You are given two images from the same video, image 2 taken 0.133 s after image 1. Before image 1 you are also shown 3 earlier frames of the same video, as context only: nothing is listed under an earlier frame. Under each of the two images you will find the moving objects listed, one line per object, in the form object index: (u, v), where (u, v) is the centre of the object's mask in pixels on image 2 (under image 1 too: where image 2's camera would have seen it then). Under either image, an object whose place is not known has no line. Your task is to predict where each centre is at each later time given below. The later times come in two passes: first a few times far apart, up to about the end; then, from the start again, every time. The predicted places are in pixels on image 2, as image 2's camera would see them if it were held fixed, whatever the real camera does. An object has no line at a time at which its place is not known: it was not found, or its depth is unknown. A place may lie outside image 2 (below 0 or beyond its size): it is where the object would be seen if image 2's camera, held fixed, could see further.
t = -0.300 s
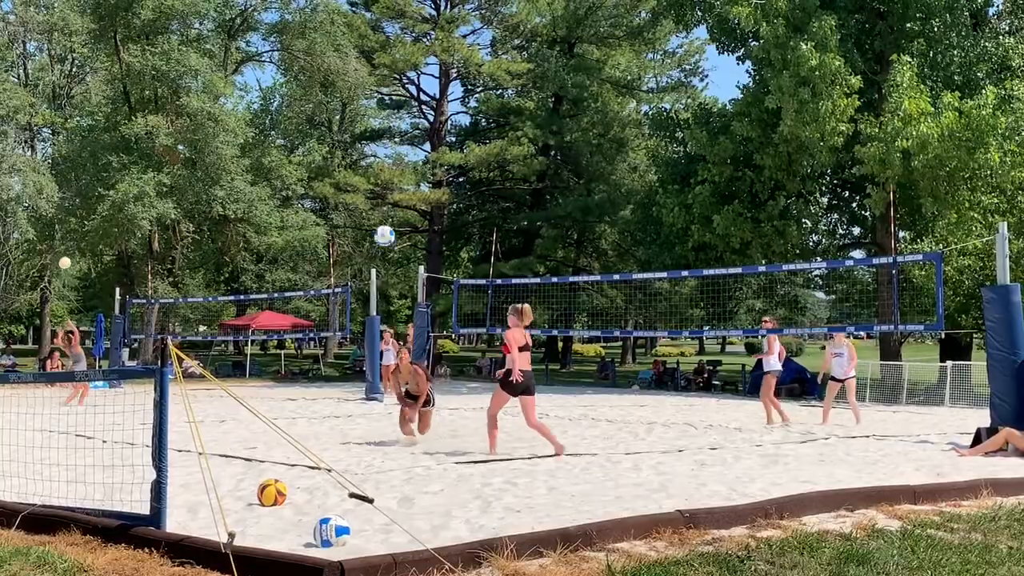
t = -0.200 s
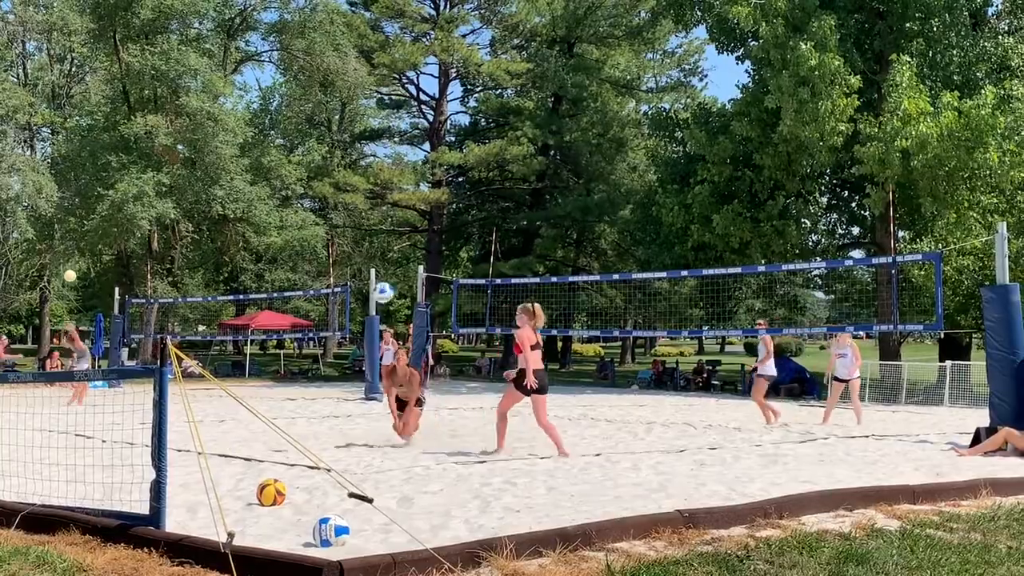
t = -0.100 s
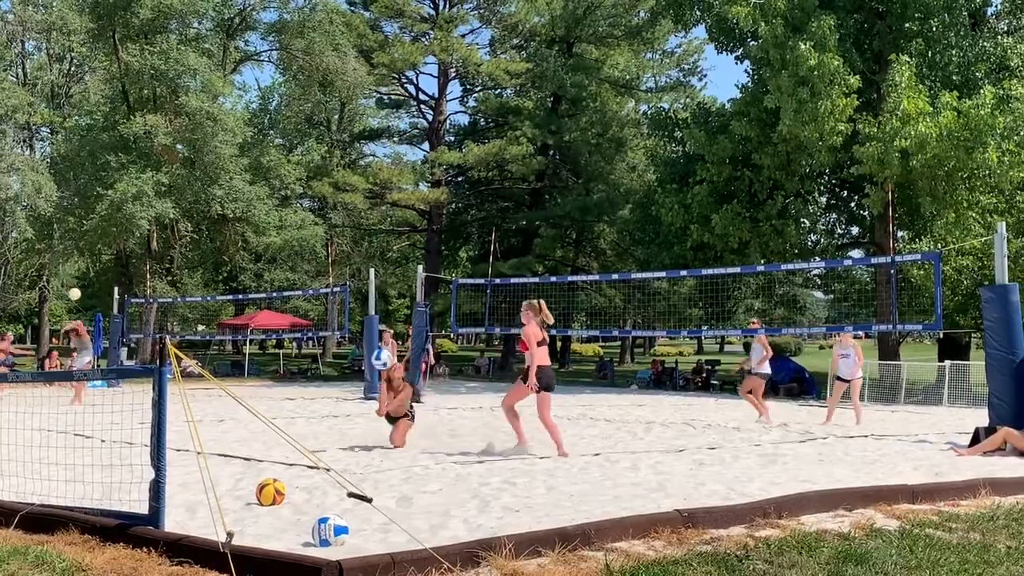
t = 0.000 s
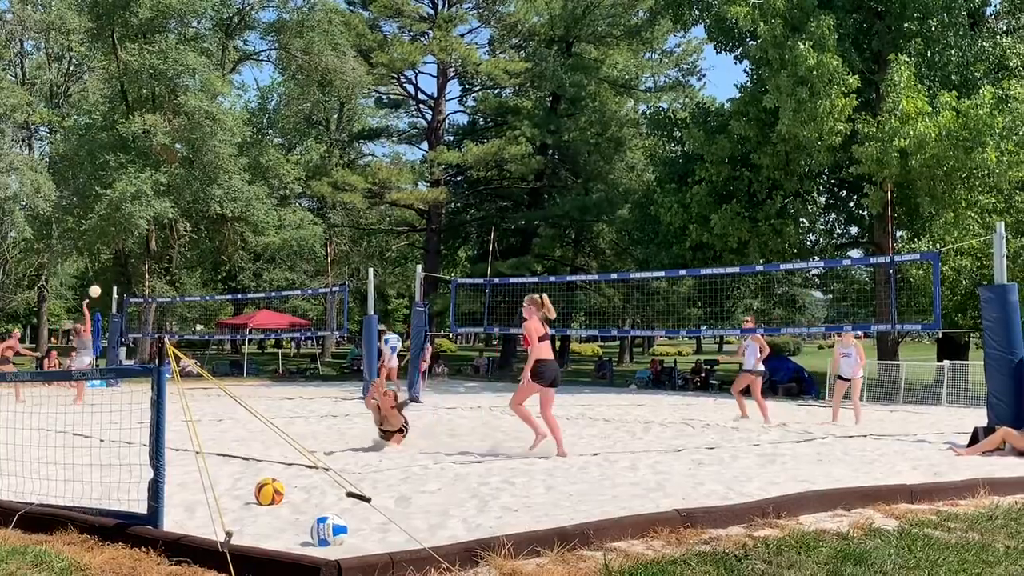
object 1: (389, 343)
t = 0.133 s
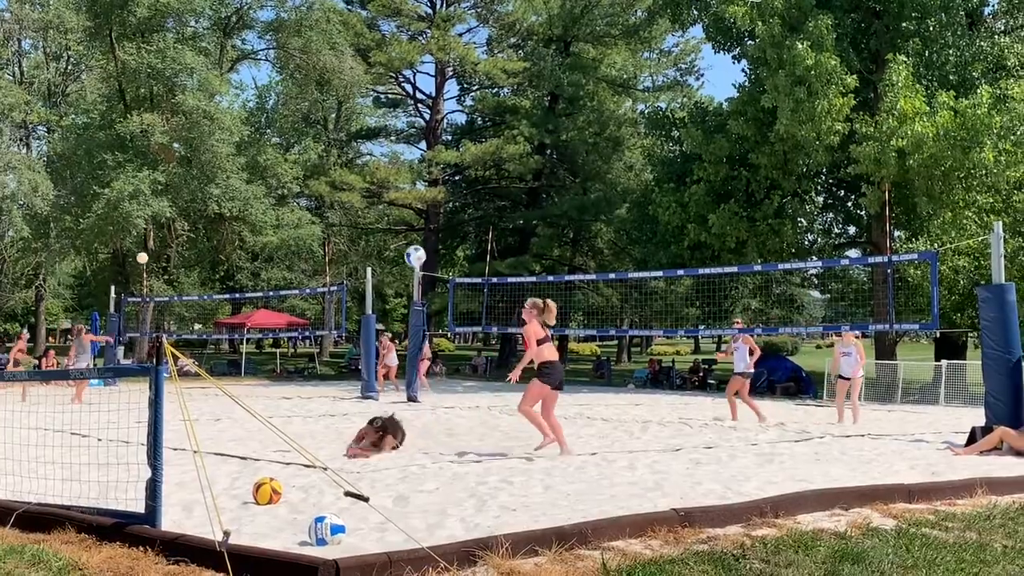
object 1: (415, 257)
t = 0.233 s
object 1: (435, 201)
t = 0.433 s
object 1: (475, 121)
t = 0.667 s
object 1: (524, 75)
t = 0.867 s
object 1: (567, 77)
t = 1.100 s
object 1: (619, 129)
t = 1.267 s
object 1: (657, 201)
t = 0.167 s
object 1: (421, 237)
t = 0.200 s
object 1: (428, 219)
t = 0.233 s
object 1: (435, 201)
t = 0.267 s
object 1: (441, 185)
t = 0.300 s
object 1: (448, 171)
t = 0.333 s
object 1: (455, 157)
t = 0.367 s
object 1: (461, 144)
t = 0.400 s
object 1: (468, 132)
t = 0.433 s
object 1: (475, 121)
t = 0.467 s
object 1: (482, 111)
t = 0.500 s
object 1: (488, 102)
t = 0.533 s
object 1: (496, 94)
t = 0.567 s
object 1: (503, 88)
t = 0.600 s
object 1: (510, 83)
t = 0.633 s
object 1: (517, 78)
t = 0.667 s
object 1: (524, 75)
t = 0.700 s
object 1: (531, 72)
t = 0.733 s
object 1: (538, 71)
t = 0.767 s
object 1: (545, 71)
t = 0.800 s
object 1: (552, 72)
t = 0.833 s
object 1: (560, 74)
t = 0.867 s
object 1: (567, 77)
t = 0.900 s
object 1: (574, 81)
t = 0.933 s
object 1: (582, 86)
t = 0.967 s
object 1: (589, 92)
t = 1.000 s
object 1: (597, 100)
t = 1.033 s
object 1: (604, 109)
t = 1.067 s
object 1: (611, 118)
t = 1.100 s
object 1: (619, 129)
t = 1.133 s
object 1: (627, 141)
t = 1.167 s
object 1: (634, 154)
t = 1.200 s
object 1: (642, 169)
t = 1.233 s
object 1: (649, 184)
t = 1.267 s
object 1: (657, 201)
